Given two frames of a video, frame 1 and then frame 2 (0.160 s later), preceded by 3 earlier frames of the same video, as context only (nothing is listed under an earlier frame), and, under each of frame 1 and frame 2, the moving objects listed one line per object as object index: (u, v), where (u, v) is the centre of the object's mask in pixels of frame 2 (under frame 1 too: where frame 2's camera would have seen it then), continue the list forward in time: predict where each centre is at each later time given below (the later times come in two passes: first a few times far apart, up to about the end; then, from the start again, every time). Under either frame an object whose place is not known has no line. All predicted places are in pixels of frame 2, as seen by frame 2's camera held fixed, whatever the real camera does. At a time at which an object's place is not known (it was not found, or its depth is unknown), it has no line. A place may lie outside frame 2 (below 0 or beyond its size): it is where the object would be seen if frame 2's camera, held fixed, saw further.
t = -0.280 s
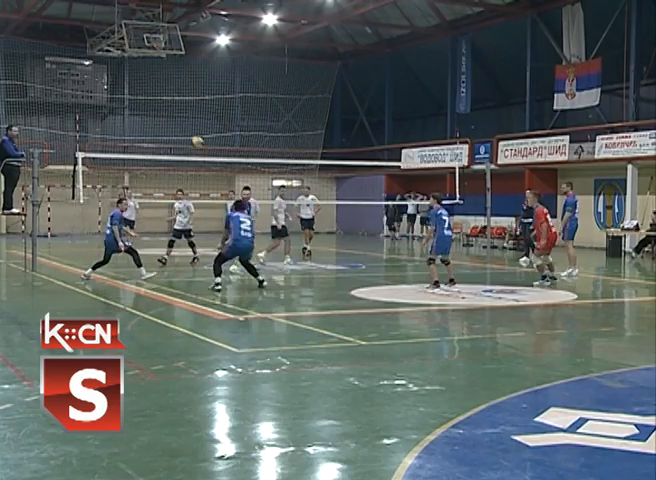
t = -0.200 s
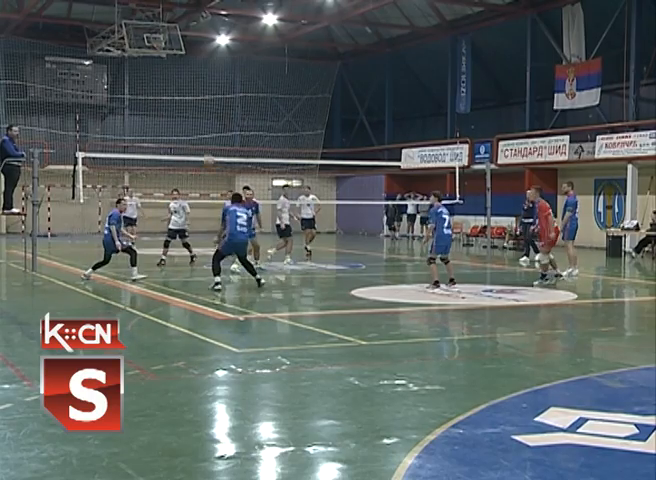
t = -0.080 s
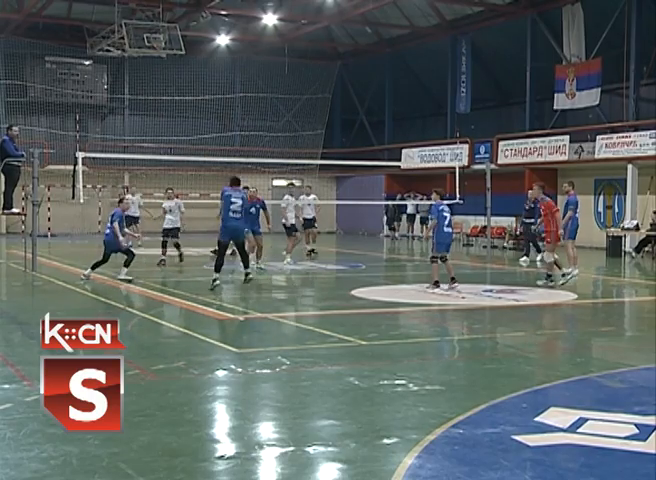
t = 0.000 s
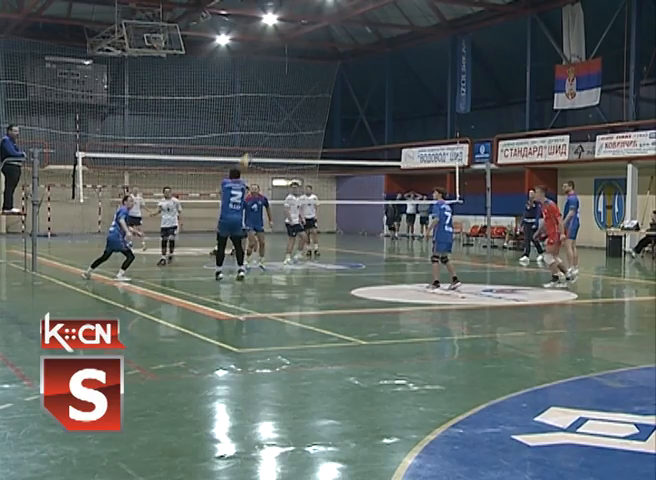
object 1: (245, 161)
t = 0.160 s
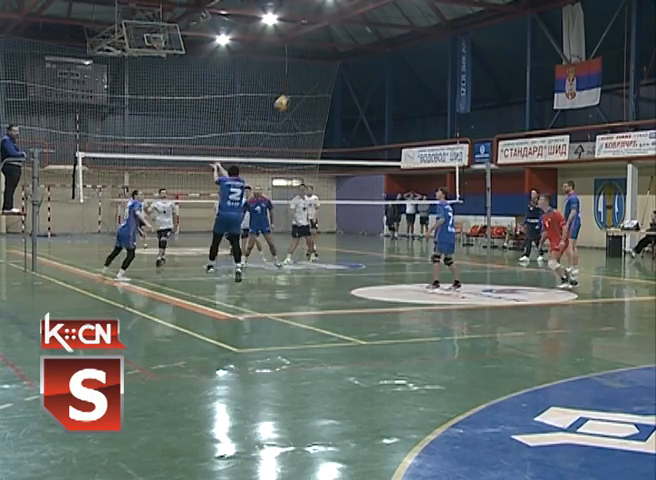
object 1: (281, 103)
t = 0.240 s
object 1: (300, 77)
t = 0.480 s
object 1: (355, 31)
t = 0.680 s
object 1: (400, 17)
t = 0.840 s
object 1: (436, 23)
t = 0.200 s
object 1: (291, 90)
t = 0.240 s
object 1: (300, 77)
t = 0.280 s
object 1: (309, 68)
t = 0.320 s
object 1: (318, 59)
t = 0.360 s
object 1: (327, 51)
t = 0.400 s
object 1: (336, 43)
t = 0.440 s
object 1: (346, 36)
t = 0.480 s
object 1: (355, 31)
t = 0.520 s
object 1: (364, 26)
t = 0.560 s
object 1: (373, 23)
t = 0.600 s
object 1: (383, 19)
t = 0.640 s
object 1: (391, 18)
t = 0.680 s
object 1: (400, 17)
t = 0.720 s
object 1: (409, 17)
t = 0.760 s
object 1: (418, 17)
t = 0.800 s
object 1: (427, 20)
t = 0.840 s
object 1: (436, 23)
